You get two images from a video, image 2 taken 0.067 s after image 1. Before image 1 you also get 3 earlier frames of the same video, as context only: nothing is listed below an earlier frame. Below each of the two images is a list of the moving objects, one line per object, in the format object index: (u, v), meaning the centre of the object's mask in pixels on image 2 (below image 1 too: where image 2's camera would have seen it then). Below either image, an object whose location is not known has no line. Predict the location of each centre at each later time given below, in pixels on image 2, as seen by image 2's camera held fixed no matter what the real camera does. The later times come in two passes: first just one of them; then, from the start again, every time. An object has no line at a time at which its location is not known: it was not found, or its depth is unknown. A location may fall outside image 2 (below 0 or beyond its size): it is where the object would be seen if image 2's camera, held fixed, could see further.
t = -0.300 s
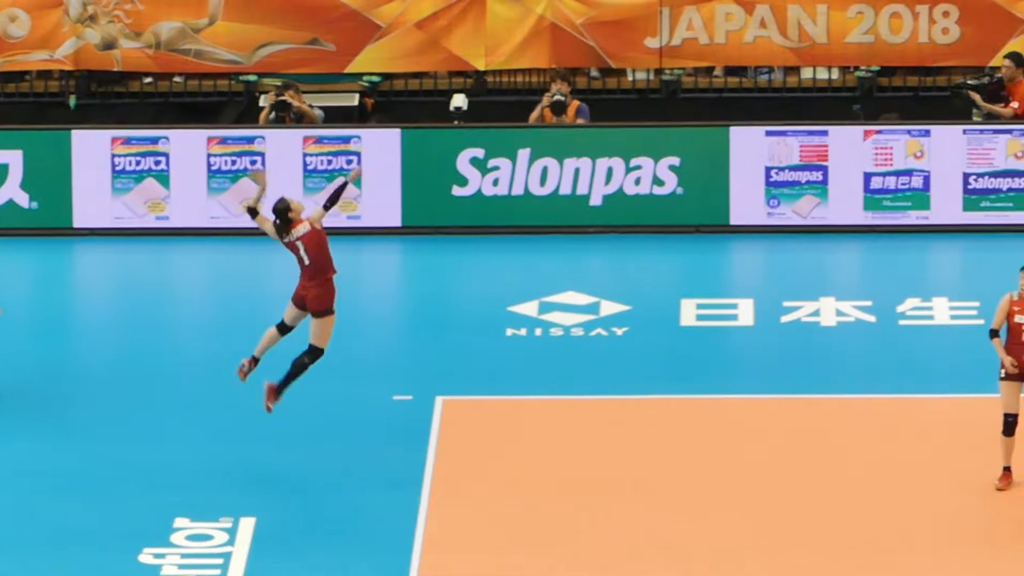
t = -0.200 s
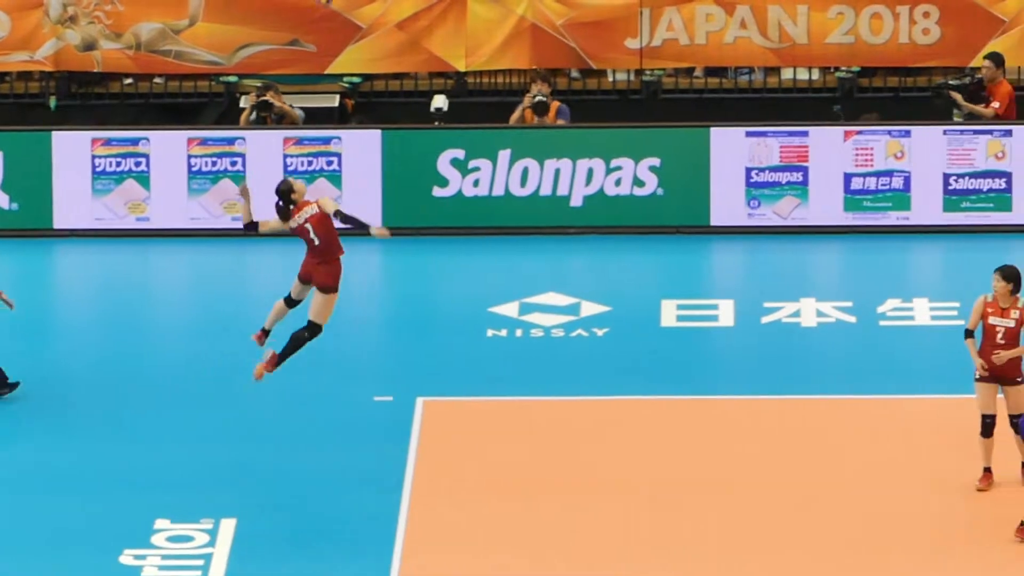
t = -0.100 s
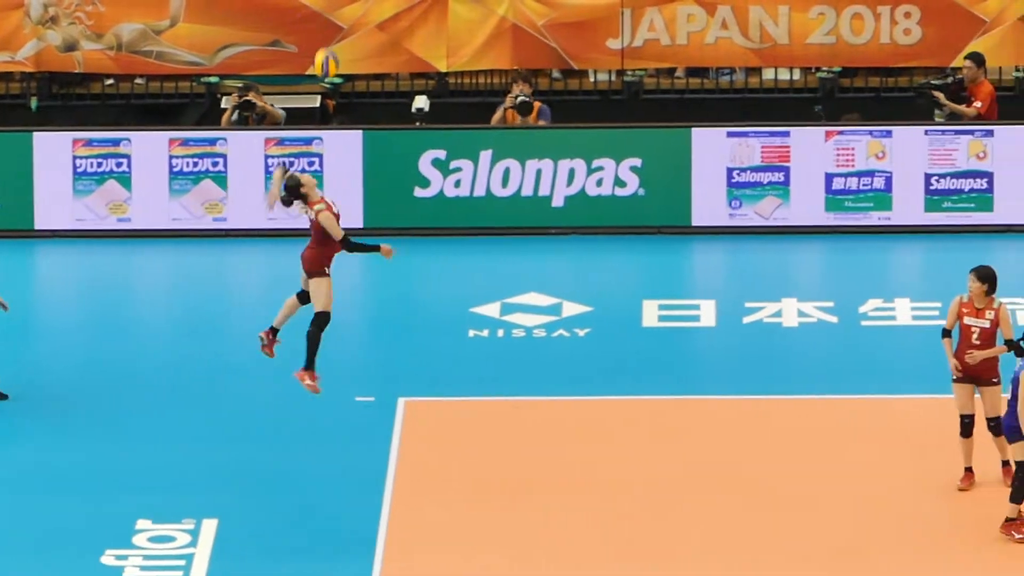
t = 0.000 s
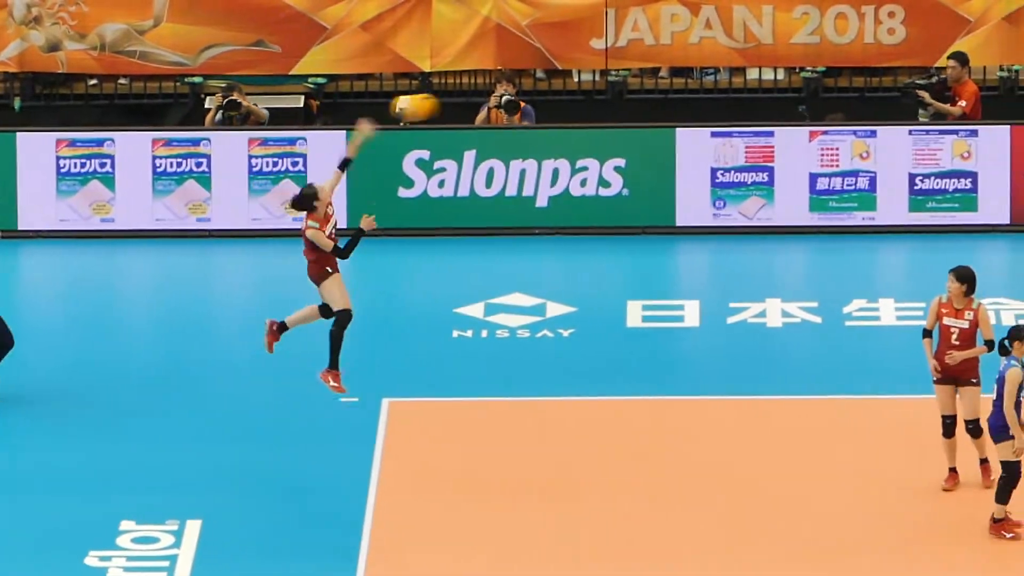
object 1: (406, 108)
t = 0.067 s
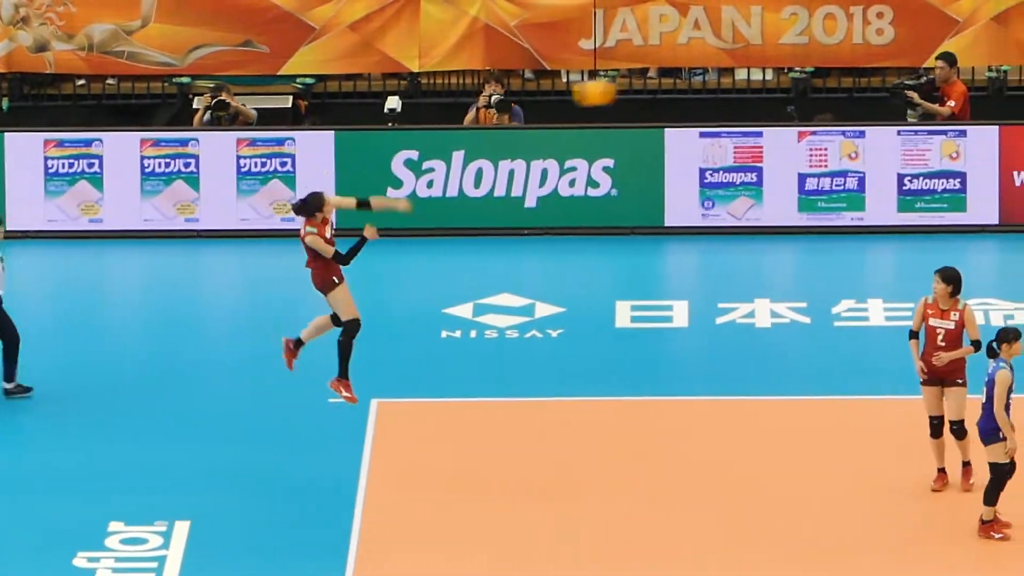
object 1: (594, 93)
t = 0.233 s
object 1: (1084, 98)
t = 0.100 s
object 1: (691, 88)
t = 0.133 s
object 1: (789, 88)
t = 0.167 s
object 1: (884, 89)
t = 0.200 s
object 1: (985, 93)
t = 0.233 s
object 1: (1084, 98)
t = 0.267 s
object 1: (1184, 107)
